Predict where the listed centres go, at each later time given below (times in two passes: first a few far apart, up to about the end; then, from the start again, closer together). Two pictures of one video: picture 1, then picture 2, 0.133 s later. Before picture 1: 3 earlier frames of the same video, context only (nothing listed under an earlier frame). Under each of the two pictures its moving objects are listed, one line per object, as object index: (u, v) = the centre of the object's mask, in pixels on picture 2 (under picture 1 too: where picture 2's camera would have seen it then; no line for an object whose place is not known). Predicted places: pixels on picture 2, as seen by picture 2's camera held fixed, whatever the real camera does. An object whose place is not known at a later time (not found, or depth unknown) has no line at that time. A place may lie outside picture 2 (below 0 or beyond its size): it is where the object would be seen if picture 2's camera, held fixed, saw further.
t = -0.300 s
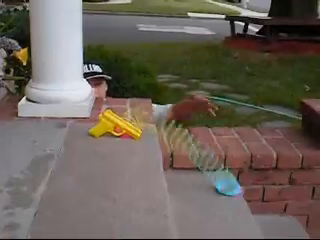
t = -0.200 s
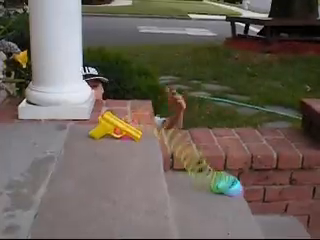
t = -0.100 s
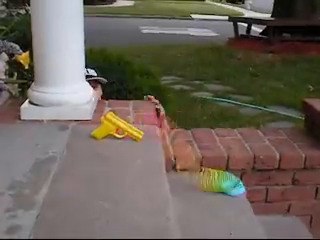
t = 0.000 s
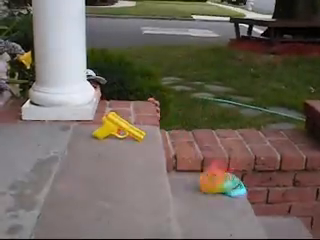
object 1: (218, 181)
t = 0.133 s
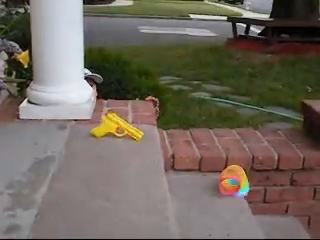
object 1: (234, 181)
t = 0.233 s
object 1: (241, 183)
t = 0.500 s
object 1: (249, 197)
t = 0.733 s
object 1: (271, 221)
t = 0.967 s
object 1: (286, 241)
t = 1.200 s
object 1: (283, 243)
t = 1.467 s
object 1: (278, 245)
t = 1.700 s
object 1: (277, 244)
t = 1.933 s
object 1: (277, 244)
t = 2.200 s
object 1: (277, 244)
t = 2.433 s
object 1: (277, 244)
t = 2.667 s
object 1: (277, 244)
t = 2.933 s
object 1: (277, 244)
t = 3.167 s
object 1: (276, 245)
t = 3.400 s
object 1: (277, 245)
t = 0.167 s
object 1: (236, 181)
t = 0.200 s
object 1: (238, 182)
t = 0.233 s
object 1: (241, 183)
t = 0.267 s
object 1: (242, 184)
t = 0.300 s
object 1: (243, 185)
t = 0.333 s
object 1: (244, 186)
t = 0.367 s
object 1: (245, 187)
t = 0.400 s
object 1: (246, 189)
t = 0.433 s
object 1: (248, 191)
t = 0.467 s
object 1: (248, 194)
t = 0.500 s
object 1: (249, 197)
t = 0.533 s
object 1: (251, 200)
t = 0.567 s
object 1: (254, 202)
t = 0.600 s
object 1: (258, 205)
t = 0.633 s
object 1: (261, 209)
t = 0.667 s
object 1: (265, 214)
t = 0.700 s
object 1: (268, 217)
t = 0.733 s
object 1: (271, 221)
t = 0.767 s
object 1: (276, 227)
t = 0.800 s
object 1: (281, 235)
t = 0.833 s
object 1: (285, 245)
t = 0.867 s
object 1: (286, 249)
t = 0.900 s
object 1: (284, 245)
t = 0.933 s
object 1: (286, 242)
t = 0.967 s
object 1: (286, 241)
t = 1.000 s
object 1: (286, 241)
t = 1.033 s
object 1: (286, 243)
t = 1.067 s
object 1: (286, 244)
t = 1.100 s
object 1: (285, 243)
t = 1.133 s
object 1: (284, 243)
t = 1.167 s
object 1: (284, 243)
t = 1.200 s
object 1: (283, 243)
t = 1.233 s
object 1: (283, 243)
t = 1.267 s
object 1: (283, 244)
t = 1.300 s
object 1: (282, 244)
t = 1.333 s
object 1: (282, 245)
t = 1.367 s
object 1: (281, 246)
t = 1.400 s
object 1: (280, 246)
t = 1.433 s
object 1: (278, 245)
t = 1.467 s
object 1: (278, 245)
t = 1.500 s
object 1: (277, 244)
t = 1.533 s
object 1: (277, 244)
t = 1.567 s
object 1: (277, 244)
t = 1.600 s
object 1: (277, 244)
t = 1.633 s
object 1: (277, 244)
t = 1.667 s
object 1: (277, 244)
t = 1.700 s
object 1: (277, 244)
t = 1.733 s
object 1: (277, 244)
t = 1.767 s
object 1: (277, 244)
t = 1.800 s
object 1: (277, 244)
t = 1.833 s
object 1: (277, 244)
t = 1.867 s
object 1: (277, 244)
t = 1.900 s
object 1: (277, 244)
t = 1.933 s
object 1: (277, 244)
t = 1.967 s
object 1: (277, 244)
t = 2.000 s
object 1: (277, 244)
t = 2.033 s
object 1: (277, 244)
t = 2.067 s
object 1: (277, 244)
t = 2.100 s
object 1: (277, 244)
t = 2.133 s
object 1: (277, 244)
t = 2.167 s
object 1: (277, 244)
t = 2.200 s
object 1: (277, 244)
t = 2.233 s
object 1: (277, 244)
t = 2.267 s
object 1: (277, 244)
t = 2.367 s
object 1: (277, 244)
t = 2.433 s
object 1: (277, 244)
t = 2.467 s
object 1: (277, 244)
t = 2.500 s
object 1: (277, 244)
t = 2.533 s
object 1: (277, 244)
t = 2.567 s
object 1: (277, 244)
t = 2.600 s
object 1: (277, 244)
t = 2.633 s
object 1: (277, 244)
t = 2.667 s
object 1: (277, 244)
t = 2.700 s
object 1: (277, 244)
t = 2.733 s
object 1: (277, 245)
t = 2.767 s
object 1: (277, 244)
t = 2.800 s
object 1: (277, 245)
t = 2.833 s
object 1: (277, 245)
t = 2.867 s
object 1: (277, 245)
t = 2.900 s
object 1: (276, 244)
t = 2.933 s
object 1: (277, 244)
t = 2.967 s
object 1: (277, 244)
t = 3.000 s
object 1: (276, 244)
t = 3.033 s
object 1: (277, 244)
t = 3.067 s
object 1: (277, 244)
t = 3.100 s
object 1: (276, 245)
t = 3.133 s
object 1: (277, 245)
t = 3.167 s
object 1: (276, 245)
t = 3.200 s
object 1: (276, 245)
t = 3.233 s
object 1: (276, 244)
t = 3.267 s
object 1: (277, 245)
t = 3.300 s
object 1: (277, 245)
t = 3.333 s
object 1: (277, 245)
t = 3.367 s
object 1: (277, 245)
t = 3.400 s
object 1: (277, 245)
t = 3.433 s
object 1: (276, 244)
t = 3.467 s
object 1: (276, 245)
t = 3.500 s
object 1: (276, 245)
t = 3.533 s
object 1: (276, 244)
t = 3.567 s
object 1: (277, 245)
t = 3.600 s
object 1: (276, 245)
